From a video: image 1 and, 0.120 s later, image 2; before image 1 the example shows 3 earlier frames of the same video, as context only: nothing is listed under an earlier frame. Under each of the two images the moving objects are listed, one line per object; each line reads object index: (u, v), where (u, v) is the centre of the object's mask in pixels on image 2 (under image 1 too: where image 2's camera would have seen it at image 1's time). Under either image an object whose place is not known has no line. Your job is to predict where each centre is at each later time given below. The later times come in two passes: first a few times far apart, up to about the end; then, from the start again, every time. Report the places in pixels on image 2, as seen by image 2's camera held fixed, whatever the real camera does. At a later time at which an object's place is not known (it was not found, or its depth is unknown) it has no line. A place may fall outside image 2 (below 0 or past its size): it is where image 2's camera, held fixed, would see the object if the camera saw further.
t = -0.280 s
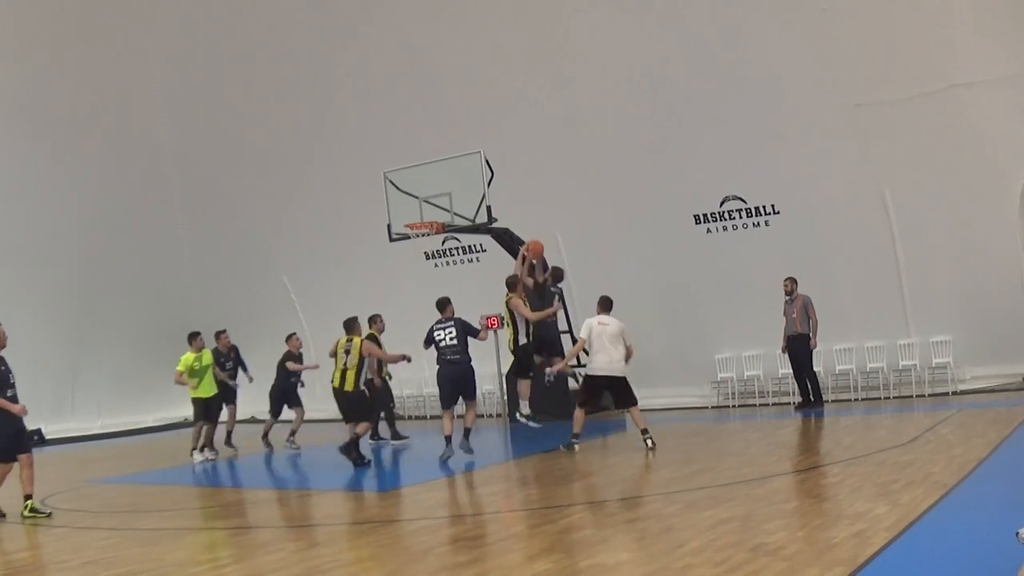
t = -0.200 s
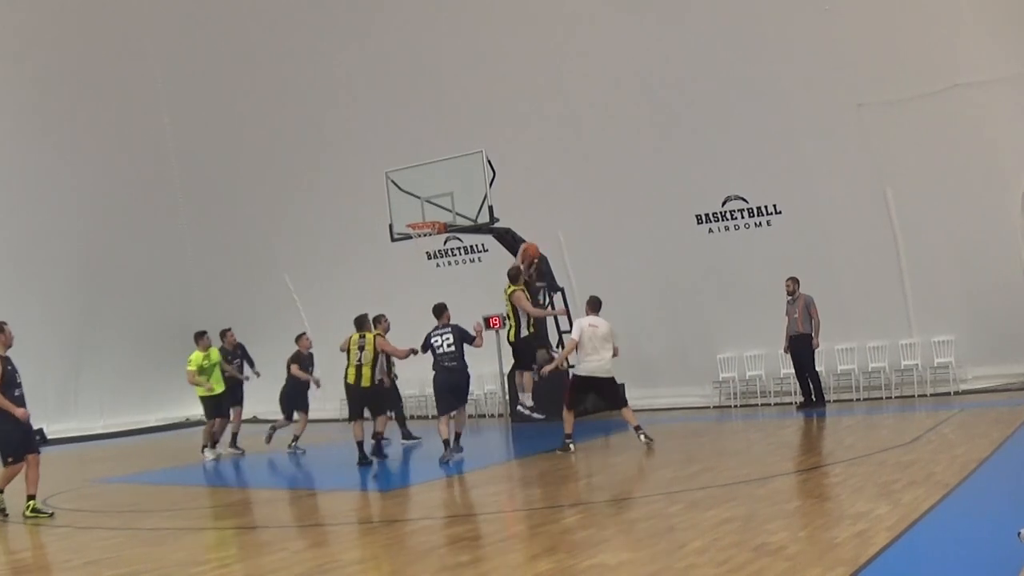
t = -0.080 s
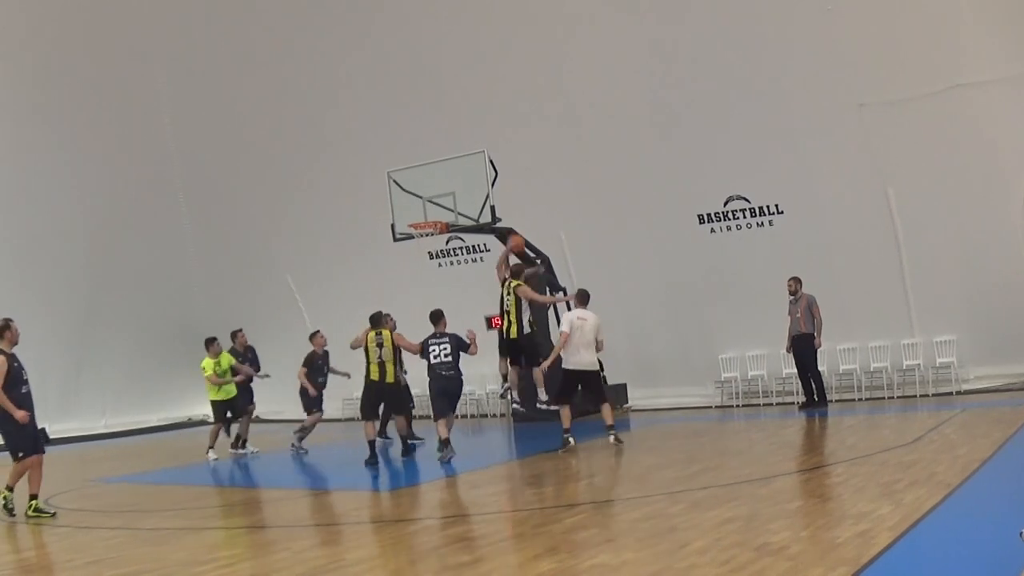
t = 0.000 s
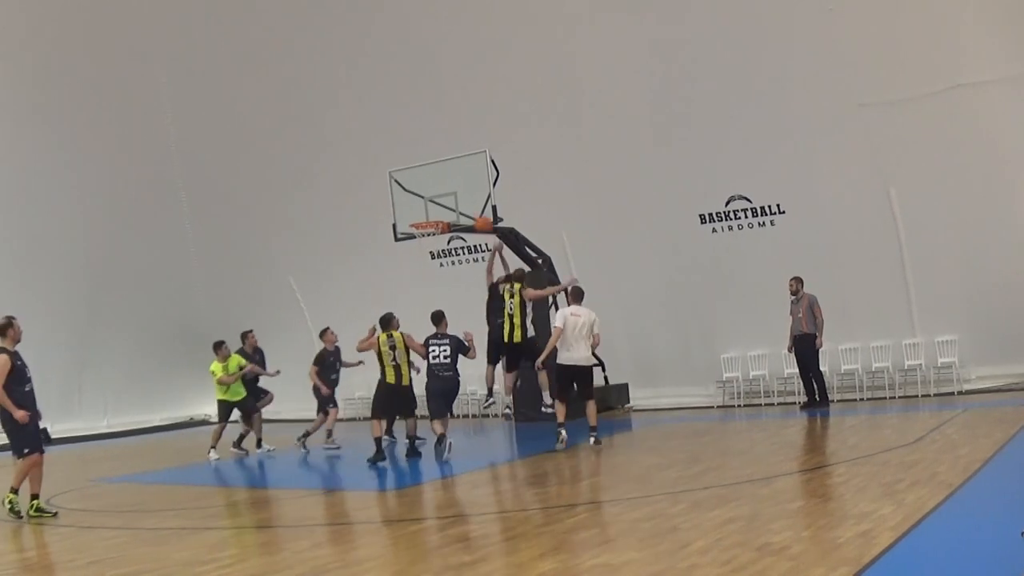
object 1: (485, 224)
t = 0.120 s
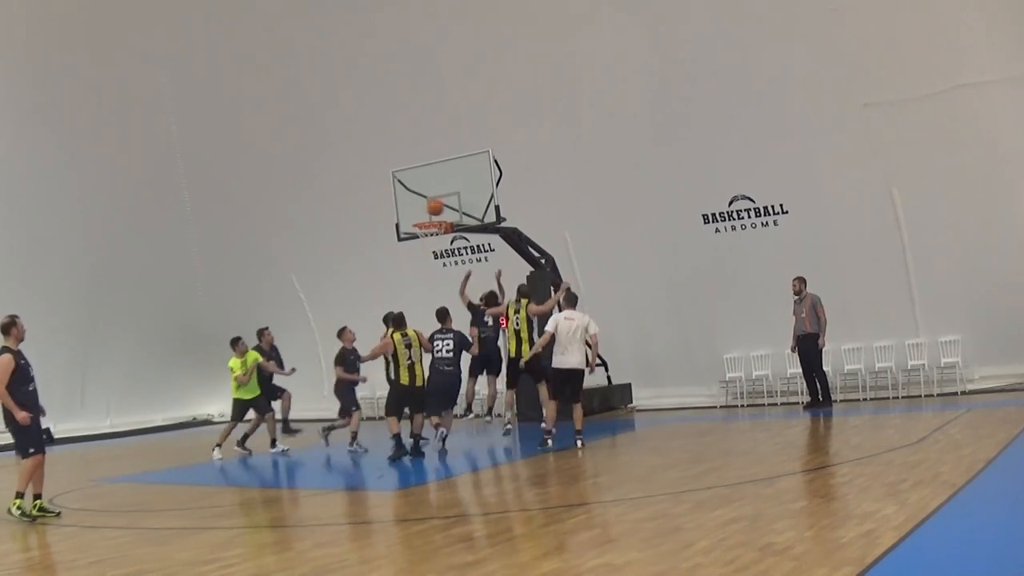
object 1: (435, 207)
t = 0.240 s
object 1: (388, 200)
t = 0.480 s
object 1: (304, 216)
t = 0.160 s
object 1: (419, 204)
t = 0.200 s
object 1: (404, 201)
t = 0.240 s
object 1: (388, 200)
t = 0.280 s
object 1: (373, 200)
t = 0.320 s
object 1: (359, 201)
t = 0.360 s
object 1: (345, 204)
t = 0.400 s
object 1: (331, 206)
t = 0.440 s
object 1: (317, 211)
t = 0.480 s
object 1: (304, 216)
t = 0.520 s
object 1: (291, 223)
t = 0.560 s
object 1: (277, 229)
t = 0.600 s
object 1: (267, 235)
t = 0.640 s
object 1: (261, 244)
